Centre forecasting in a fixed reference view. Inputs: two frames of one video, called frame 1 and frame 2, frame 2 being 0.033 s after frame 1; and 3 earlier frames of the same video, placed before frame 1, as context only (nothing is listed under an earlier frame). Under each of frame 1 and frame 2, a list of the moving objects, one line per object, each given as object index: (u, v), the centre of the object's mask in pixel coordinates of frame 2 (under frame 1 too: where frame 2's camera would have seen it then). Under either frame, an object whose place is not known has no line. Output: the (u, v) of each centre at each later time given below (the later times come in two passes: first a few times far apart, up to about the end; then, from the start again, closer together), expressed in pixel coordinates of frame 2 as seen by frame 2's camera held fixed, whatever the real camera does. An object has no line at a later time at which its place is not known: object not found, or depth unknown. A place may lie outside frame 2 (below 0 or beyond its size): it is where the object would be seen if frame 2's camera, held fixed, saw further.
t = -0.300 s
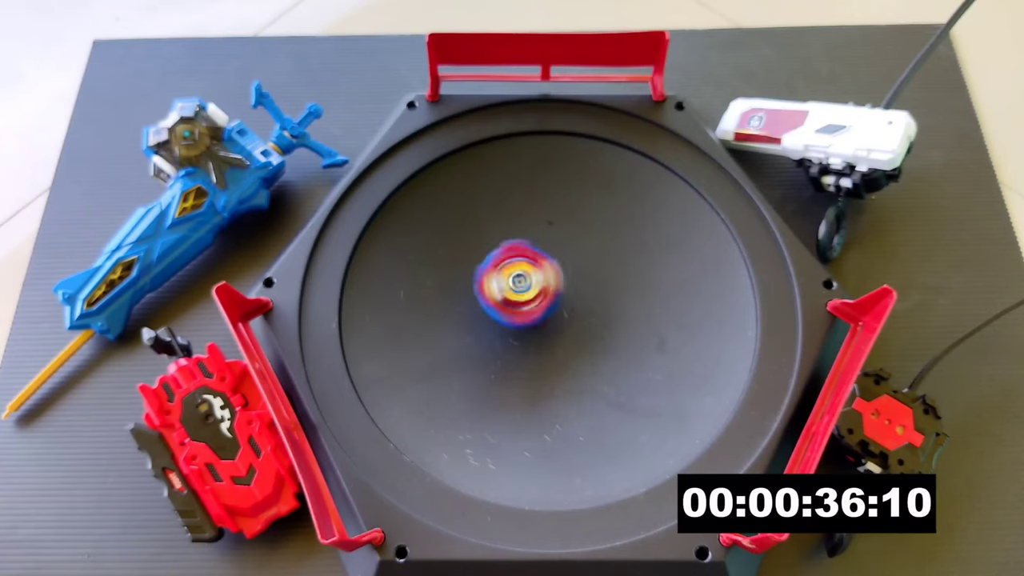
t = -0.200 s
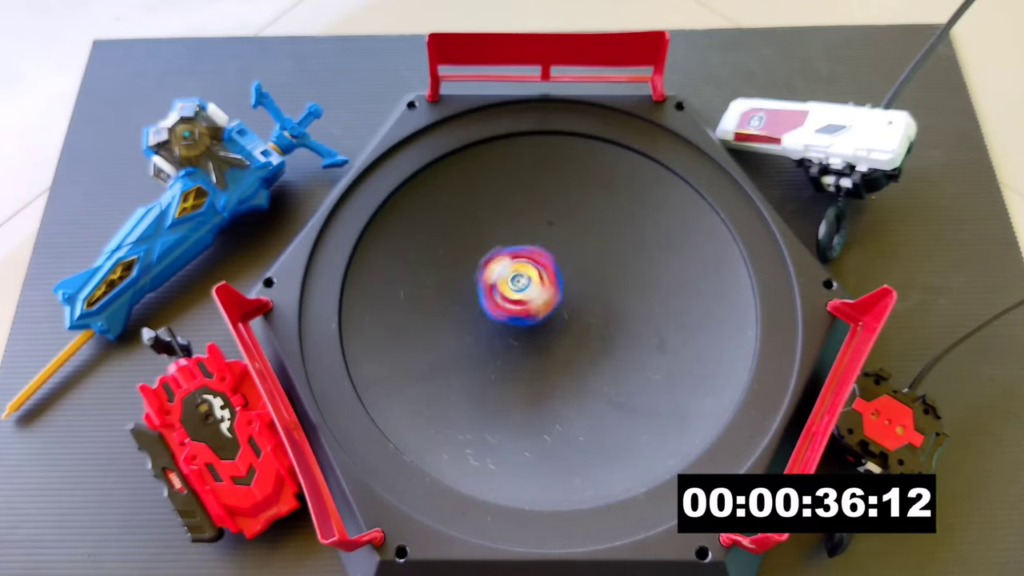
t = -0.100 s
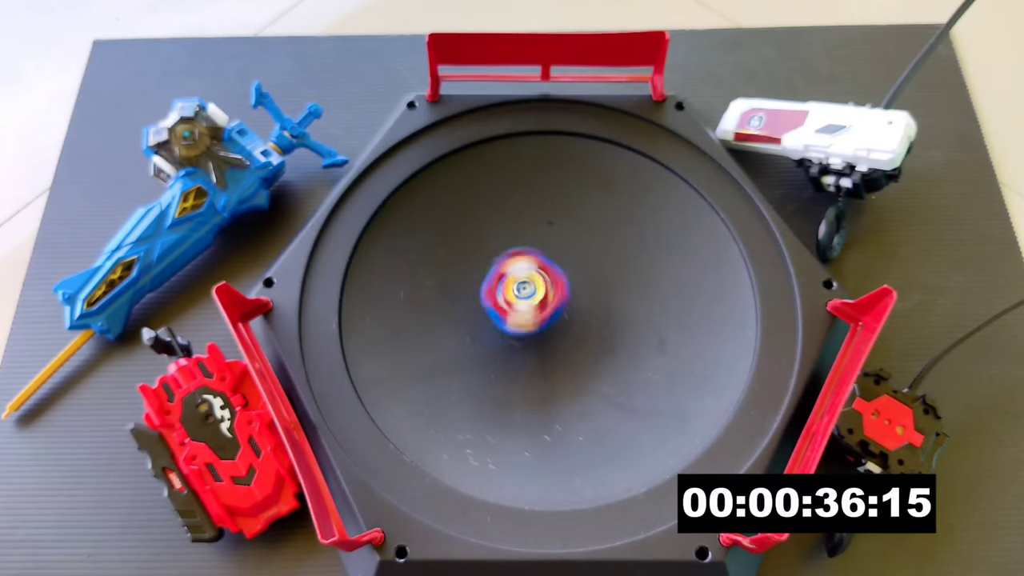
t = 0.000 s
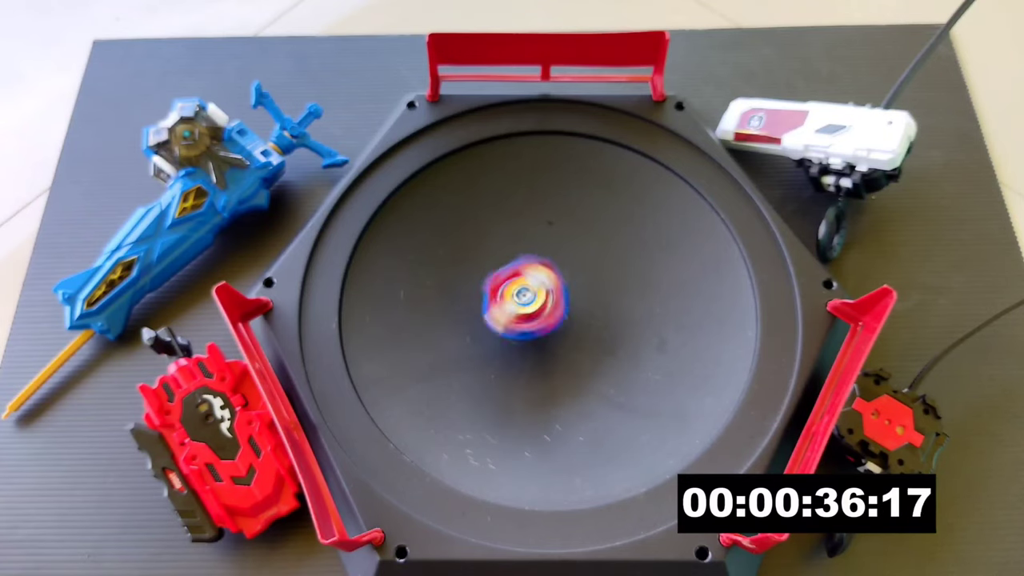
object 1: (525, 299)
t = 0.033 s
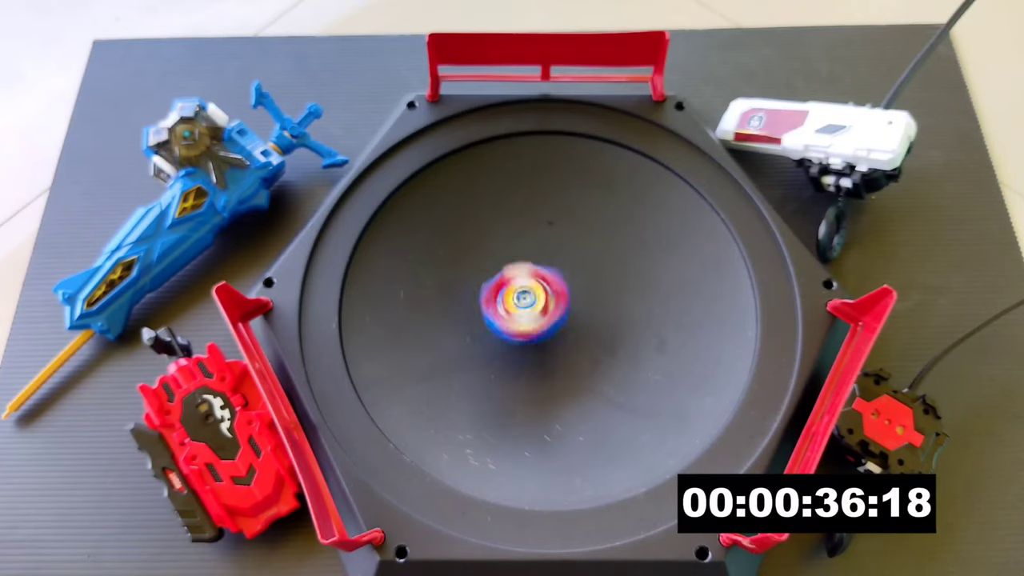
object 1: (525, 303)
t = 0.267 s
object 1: (519, 313)
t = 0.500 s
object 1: (517, 312)
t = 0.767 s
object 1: (526, 313)
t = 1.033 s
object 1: (527, 310)
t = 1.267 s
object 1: (520, 319)
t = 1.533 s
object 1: (522, 292)
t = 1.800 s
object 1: (553, 297)
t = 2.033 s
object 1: (562, 304)
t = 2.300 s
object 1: (551, 297)
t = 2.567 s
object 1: (550, 285)
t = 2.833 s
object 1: (551, 299)
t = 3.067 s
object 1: (559, 290)
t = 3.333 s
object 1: (553, 297)
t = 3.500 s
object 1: (552, 298)
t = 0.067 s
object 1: (523, 304)
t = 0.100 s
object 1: (524, 307)
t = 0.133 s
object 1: (521, 311)
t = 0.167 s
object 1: (519, 311)
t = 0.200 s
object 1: (520, 311)
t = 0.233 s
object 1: (518, 312)
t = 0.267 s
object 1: (519, 313)
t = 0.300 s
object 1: (516, 315)
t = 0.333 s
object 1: (513, 313)
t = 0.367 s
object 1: (517, 312)
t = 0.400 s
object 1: (518, 314)
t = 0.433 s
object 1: (518, 314)
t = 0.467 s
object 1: (518, 314)
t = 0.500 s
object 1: (517, 312)
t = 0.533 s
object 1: (521, 309)
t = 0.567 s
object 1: (526, 310)
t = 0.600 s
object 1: (527, 311)
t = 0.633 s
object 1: (529, 312)
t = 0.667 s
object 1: (528, 315)
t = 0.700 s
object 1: (526, 314)
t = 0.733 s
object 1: (527, 313)
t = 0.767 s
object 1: (526, 313)
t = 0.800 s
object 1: (527, 310)
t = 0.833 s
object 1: (530, 311)
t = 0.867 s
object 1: (530, 312)
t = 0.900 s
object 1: (532, 313)
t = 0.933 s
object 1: (530, 316)
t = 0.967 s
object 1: (525, 314)
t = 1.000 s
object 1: (525, 310)
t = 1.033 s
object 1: (527, 310)
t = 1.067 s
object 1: (528, 308)
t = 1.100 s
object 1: (532, 310)
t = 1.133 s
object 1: (532, 313)
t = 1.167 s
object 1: (532, 314)
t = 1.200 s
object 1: (531, 319)
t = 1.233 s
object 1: (525, 320)
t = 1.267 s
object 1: (520, 319)
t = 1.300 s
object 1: (514, 318)
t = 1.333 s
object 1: (511, 312)
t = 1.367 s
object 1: (511, 305)
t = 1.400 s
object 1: (510, 305)
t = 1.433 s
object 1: (512, 302)
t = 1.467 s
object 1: (517, 296)
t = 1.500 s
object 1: (518, 295)
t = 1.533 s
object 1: (522, 292)
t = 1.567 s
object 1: (528, 293)
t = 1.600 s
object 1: (530, 290)
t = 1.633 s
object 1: (535, 289)
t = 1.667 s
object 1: (541, 291)
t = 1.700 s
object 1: (542, 291)
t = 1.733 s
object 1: (545, 289)
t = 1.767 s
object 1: (550, 292)
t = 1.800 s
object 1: (553, 297)
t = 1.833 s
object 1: (554, 297)
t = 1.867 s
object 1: (557, 297)
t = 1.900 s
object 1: (558, 299)
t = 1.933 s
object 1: (561, 300)
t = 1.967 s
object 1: (561, 302)
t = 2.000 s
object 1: (561, 303)
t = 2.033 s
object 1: (562, 304)
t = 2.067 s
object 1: (561, 307)
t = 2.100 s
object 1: (559, 305)
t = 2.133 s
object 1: (558, 304)
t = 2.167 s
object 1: (557, 304)
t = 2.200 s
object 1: (559, 304)
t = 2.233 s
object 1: (560, 302)
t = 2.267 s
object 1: (557, 301)
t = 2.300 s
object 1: (551, 297)
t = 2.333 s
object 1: (547, 291)
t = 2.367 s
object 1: (549, 285)
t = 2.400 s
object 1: (551, 284)
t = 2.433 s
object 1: (553, 281)
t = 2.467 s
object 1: (556, 282)
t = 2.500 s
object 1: (555, 284)
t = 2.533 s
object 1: (552, 283)
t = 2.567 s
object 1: (550, 285)
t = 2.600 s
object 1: (549, 286)
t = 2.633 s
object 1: (549, 289)
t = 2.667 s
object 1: (549, 293)
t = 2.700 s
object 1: (549, 298)
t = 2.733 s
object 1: (549, 301)
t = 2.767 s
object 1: (550, 302)
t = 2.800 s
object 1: (550, 302)
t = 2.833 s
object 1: (551, 299)
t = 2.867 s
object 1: (553, 297)
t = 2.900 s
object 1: (554, 295)
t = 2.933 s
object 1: (555, 293)
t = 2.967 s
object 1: (557, 292)
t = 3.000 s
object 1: (558, 290)
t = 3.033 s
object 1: (559, 290)
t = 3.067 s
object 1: (559, 290)
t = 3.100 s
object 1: (559, 290)
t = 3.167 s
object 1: (559, 290)
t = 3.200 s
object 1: (558, 291)
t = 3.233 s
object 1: (557, 292)
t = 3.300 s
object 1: (554, 295)
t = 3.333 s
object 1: (553, 297)
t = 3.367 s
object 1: (552, 299)
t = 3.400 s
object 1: (552, 300)
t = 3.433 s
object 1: (552, 300)
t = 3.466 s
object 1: (552, 299)
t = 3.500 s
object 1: (552, 298)
